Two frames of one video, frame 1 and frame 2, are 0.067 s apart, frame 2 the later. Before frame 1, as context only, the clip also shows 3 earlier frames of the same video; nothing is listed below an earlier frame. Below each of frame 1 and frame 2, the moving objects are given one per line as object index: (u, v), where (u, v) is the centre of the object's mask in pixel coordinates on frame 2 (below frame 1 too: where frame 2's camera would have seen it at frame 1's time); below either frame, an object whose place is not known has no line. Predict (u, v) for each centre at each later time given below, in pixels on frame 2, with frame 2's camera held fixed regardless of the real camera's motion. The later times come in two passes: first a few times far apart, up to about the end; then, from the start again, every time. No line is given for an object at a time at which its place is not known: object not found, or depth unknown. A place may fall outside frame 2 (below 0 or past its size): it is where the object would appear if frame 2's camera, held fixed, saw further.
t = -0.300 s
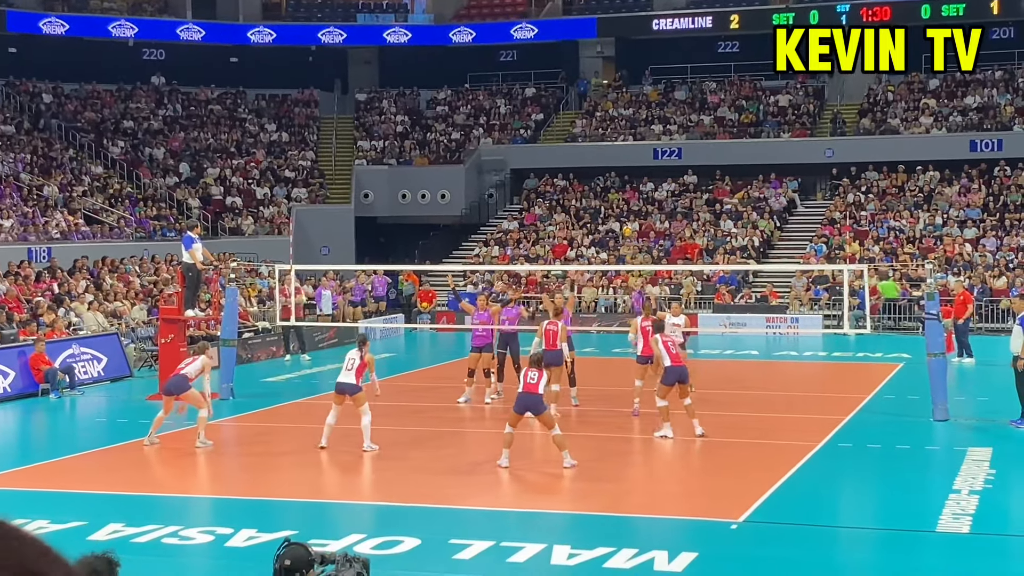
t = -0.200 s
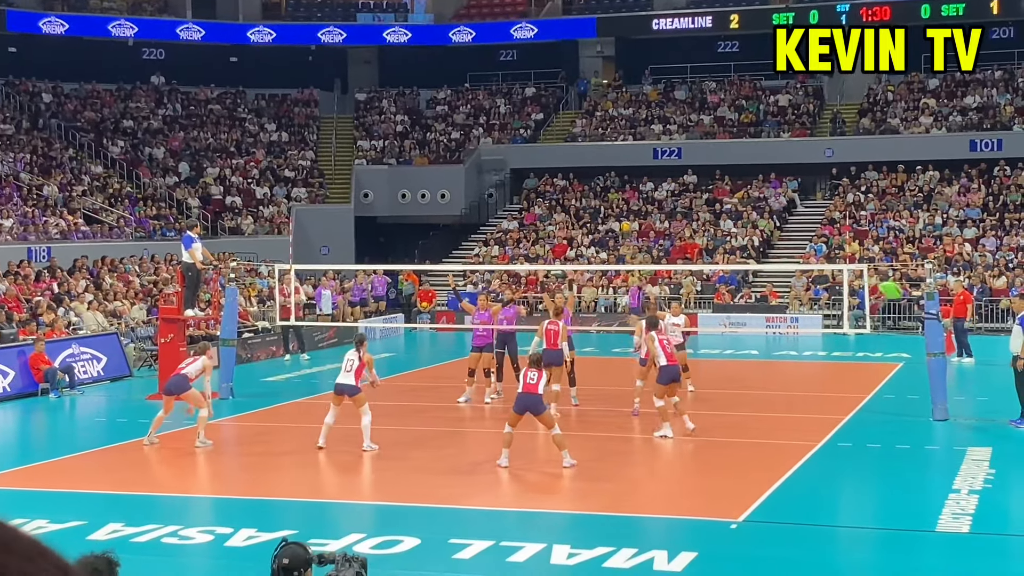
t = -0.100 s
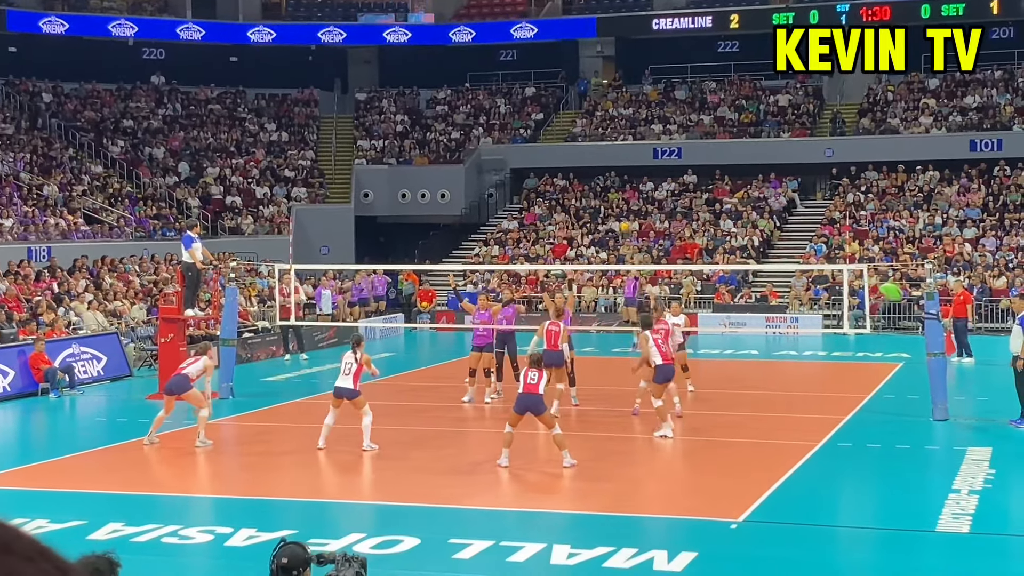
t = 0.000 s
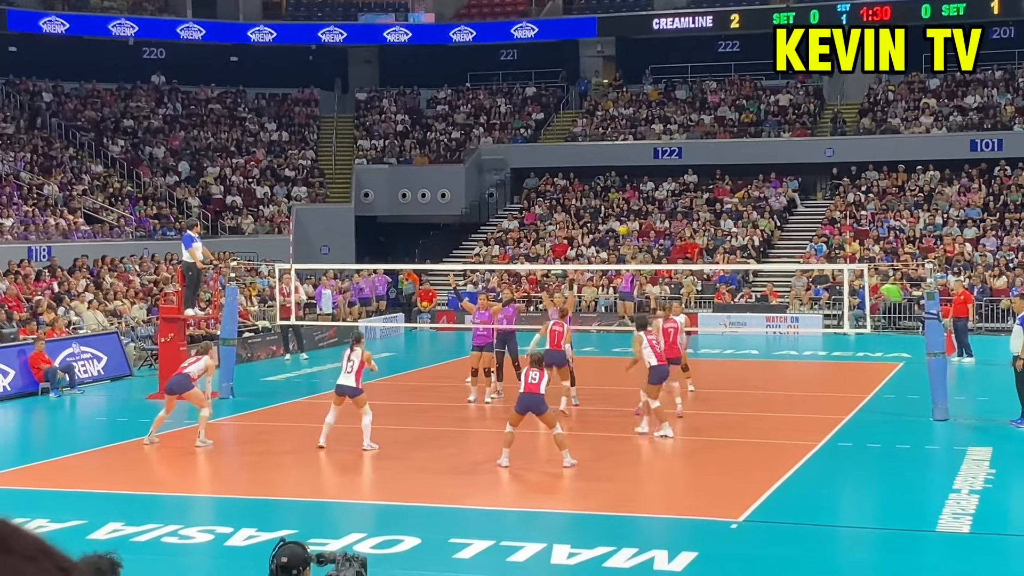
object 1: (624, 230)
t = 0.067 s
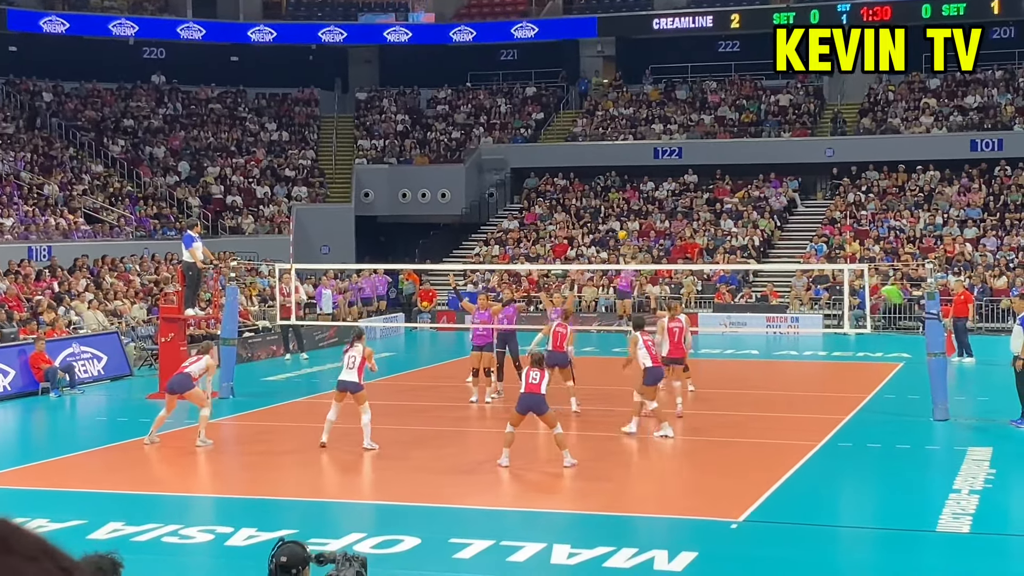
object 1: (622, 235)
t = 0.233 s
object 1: (592, 221)
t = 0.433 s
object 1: (531, 196)
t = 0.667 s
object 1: (448, 185)
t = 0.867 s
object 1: (369, 198)
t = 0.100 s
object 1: (622, 238)
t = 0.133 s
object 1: (618, 238)
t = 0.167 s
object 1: (609, 233)
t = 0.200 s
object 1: (601, 227)
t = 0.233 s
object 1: (592, 221)
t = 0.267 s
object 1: (583, 216)
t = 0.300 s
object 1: (573, 211)
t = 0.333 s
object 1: (562, 207)
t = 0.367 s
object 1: (552, 203)
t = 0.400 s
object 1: (542, 199)
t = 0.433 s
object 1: (531, 196)
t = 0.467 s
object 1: (519, 194)
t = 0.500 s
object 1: (507, 191)
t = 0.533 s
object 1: (496, 189)
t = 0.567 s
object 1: (484, 187)
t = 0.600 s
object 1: (472, 186)
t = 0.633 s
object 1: (460, 185)
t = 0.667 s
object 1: (448, 185)
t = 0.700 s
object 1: (435, 185)
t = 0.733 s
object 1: (422, 186)
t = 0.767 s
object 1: (410, 188)
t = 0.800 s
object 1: (397, 191)
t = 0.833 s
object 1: (383, 194)
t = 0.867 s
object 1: (369, 198)
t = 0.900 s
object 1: (354, 203)
